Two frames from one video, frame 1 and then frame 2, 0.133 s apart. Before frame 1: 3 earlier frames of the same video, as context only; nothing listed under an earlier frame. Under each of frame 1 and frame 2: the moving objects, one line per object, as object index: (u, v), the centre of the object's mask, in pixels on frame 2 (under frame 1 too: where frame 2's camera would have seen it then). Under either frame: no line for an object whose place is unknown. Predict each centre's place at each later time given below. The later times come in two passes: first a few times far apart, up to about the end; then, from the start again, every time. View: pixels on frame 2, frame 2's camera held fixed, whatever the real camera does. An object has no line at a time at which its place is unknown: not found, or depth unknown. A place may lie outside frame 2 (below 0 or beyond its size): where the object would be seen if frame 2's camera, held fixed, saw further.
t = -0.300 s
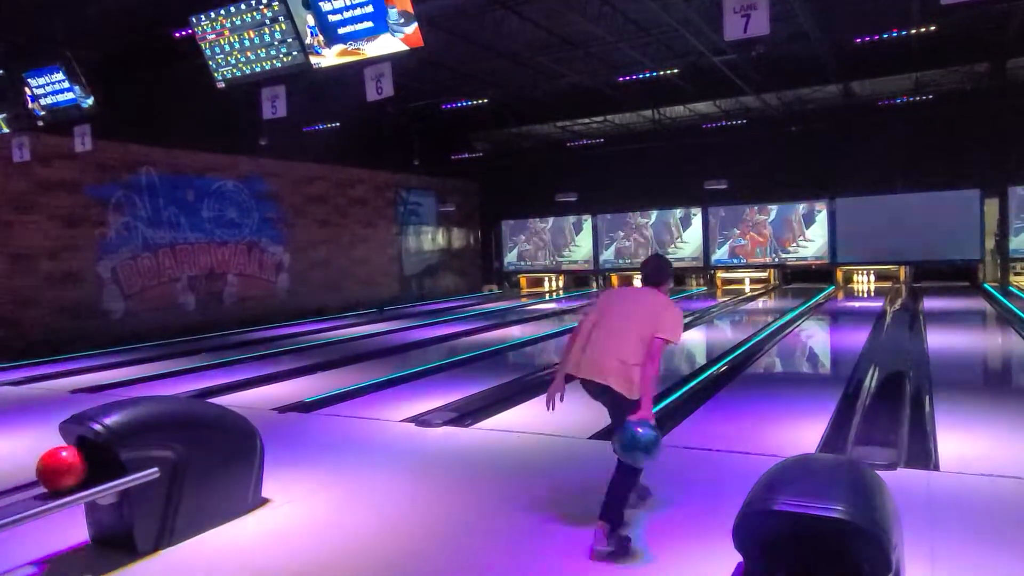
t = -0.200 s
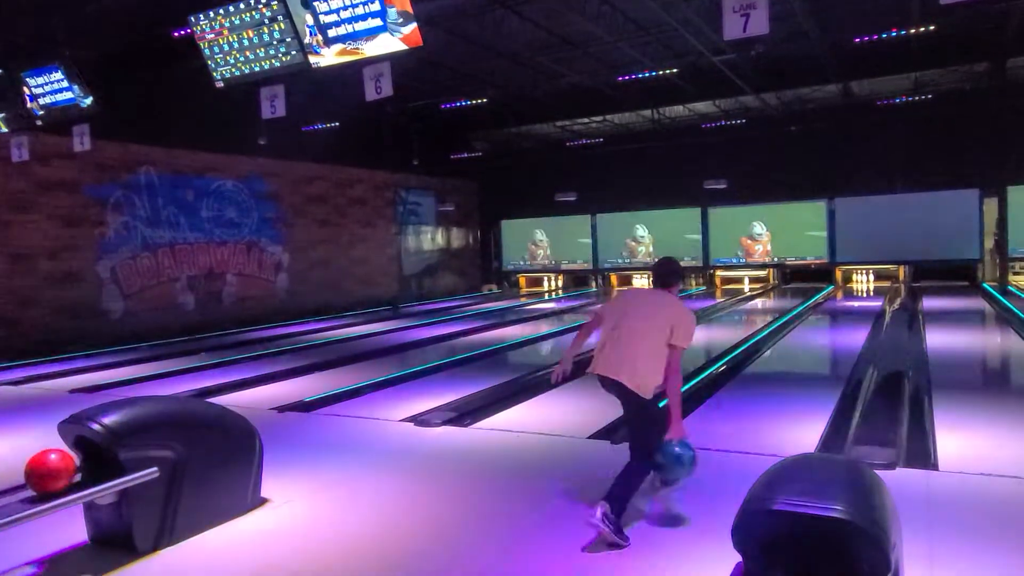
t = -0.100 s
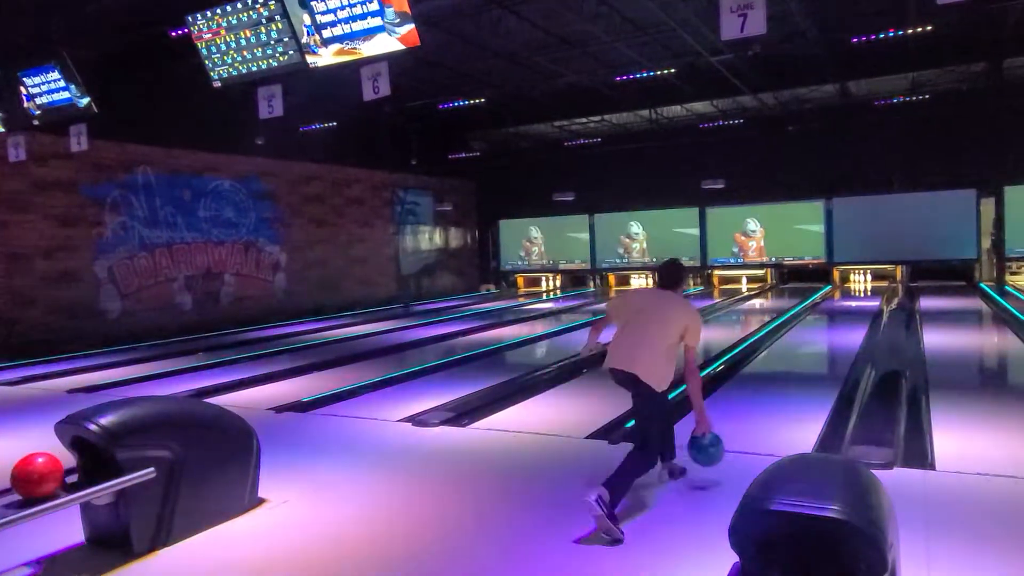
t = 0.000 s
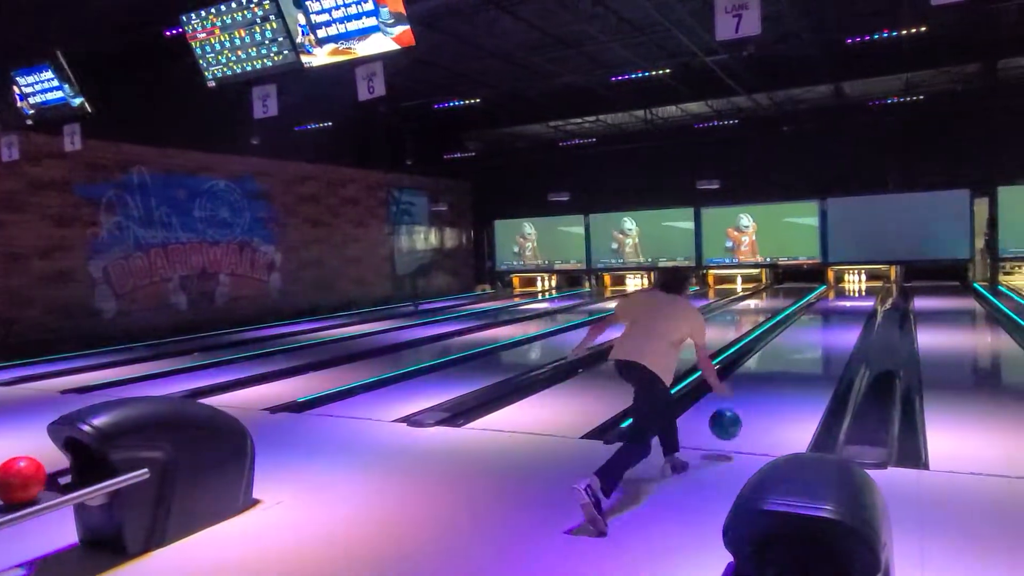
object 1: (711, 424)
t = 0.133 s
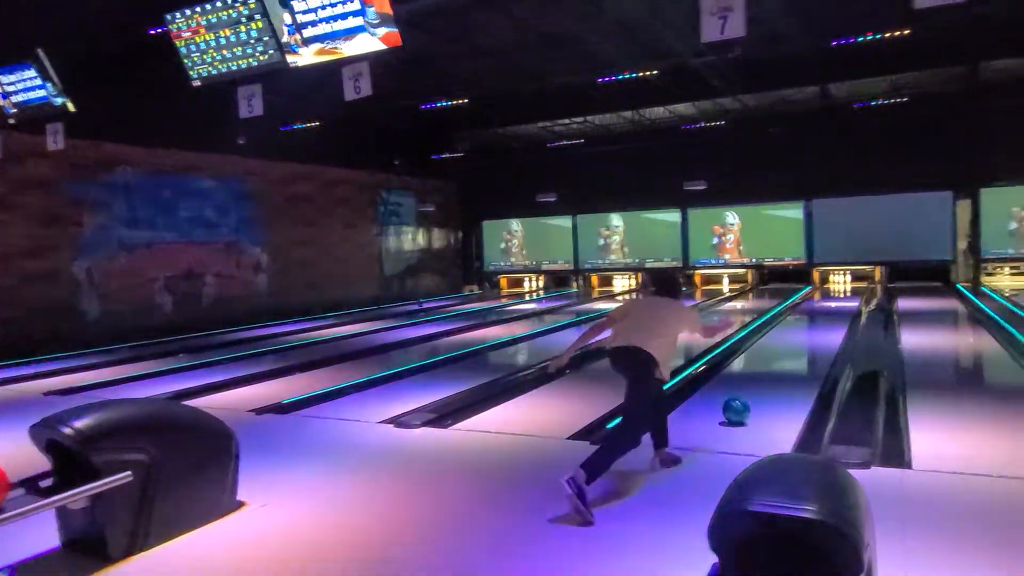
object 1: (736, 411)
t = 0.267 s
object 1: (754, 390)
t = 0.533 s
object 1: (778, 359)
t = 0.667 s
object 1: (788, 346)
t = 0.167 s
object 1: (740, 406)
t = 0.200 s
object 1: (744, 400)
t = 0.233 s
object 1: (749, 395)
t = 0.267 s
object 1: (754, 390)
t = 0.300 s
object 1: (757, 384)
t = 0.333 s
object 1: (760, 380)
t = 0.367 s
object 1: (764, 376)
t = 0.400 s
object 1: (767, 372)
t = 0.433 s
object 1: (771, 368)
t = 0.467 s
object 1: (773, 364)
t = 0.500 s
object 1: (776, 361)
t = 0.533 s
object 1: (778, 359)
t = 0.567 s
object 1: (781, 354)
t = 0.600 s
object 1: (783, 351)
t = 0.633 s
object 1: (785, 348)
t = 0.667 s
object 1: (788, 346)
